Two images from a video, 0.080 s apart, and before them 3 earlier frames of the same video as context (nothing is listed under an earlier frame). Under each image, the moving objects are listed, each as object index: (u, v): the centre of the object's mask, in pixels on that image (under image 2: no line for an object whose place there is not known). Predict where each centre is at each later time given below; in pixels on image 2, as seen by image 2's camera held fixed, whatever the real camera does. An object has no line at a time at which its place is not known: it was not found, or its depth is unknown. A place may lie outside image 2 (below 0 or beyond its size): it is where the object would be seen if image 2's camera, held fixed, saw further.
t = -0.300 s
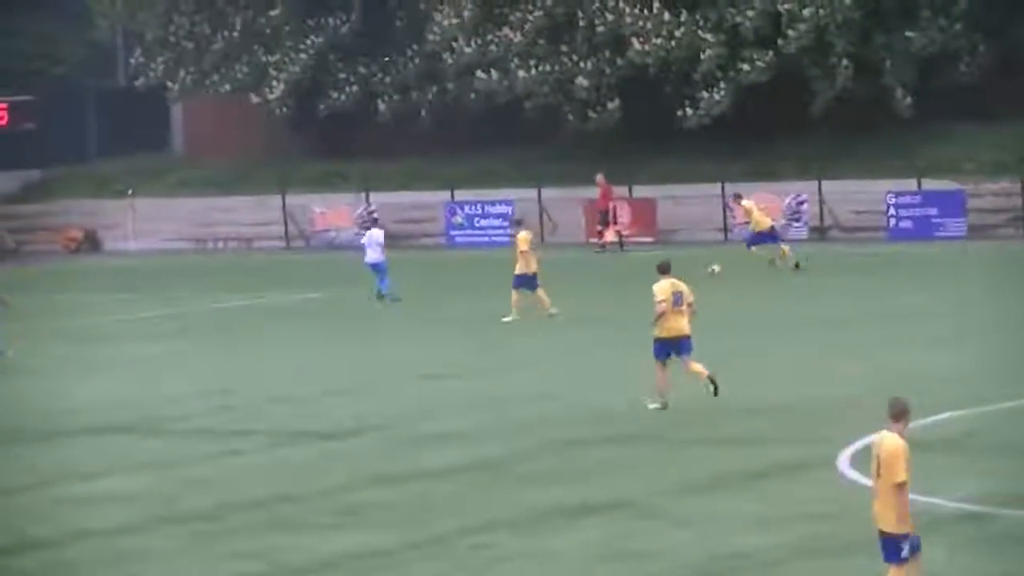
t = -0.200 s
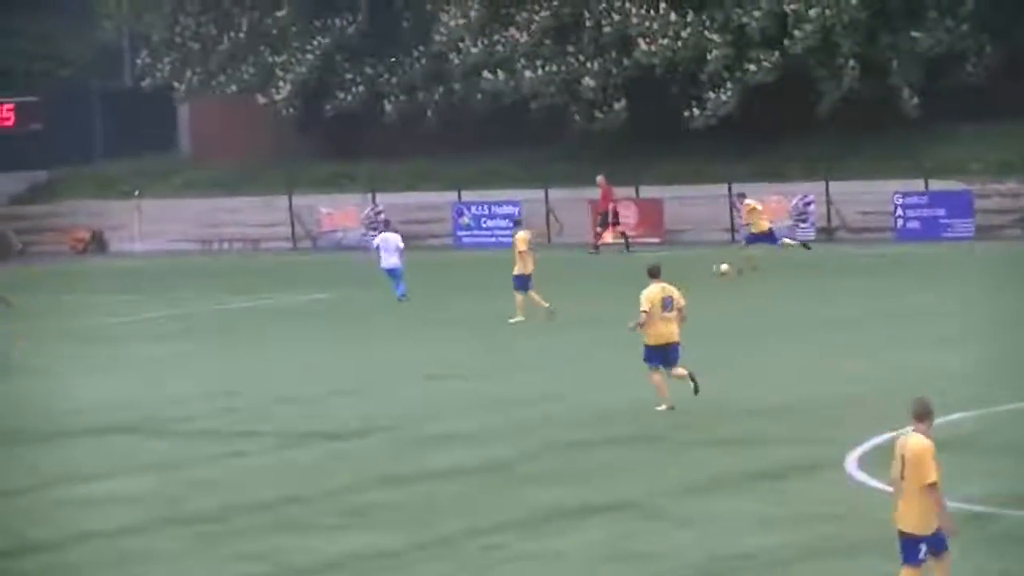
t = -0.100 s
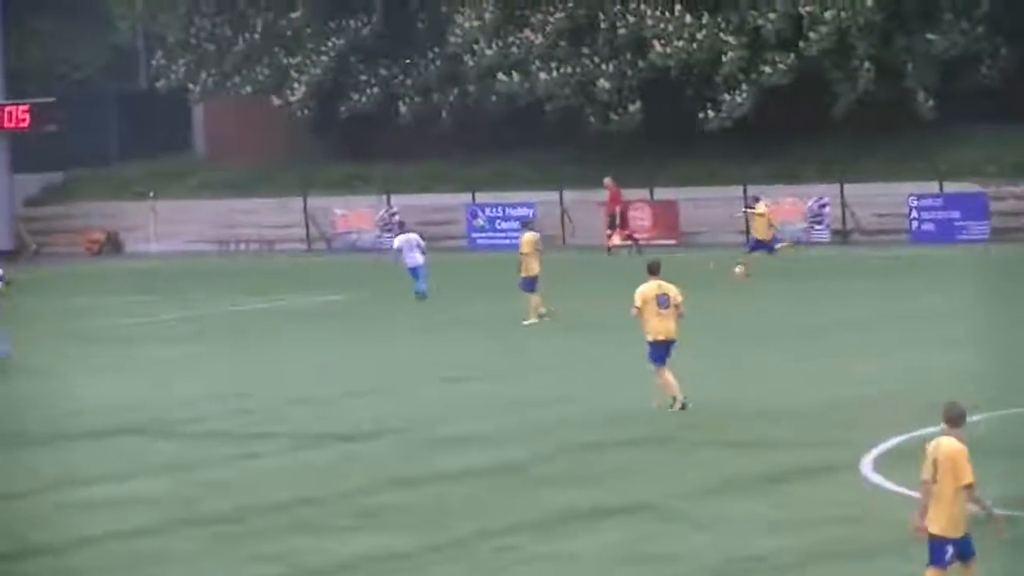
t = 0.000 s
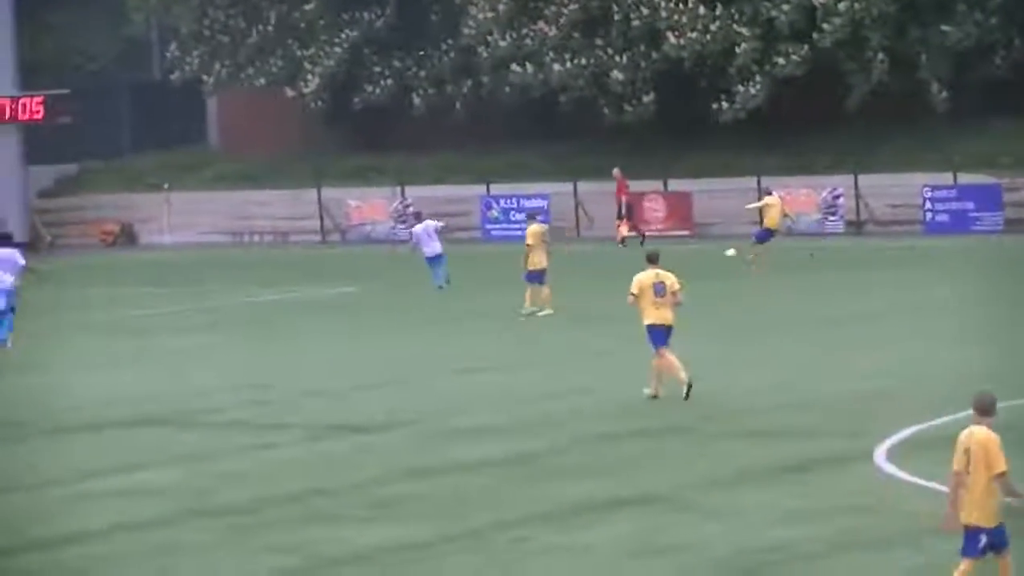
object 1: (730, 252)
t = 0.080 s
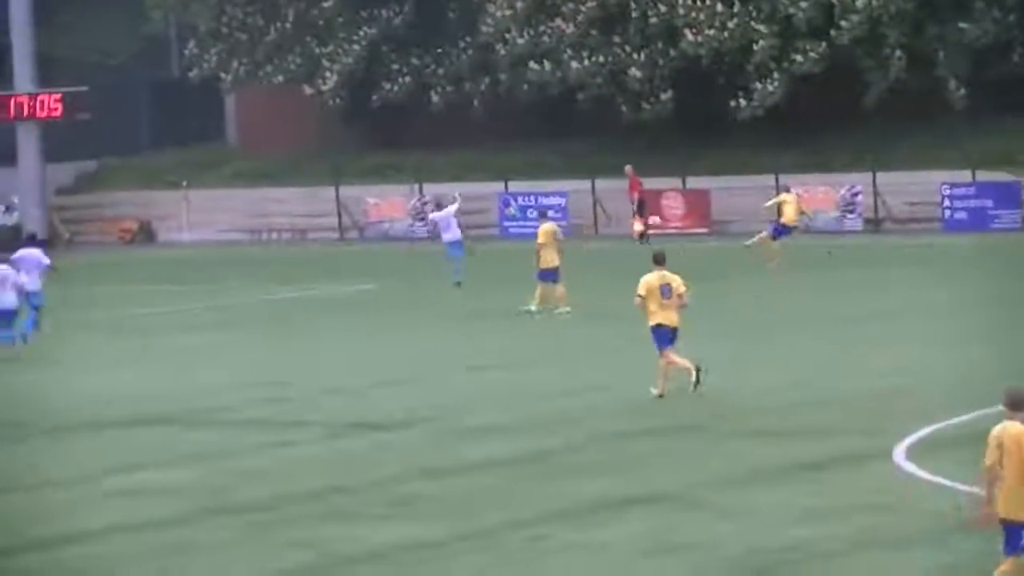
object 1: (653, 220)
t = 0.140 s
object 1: (585, 198)
